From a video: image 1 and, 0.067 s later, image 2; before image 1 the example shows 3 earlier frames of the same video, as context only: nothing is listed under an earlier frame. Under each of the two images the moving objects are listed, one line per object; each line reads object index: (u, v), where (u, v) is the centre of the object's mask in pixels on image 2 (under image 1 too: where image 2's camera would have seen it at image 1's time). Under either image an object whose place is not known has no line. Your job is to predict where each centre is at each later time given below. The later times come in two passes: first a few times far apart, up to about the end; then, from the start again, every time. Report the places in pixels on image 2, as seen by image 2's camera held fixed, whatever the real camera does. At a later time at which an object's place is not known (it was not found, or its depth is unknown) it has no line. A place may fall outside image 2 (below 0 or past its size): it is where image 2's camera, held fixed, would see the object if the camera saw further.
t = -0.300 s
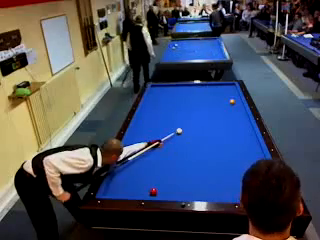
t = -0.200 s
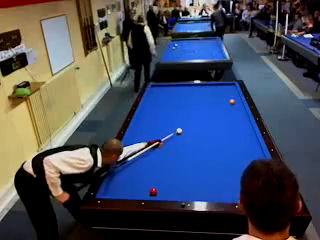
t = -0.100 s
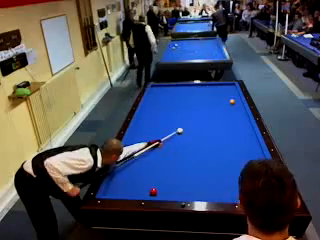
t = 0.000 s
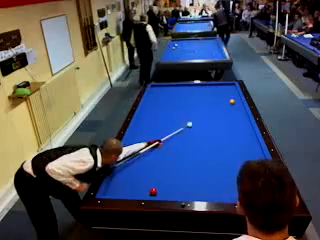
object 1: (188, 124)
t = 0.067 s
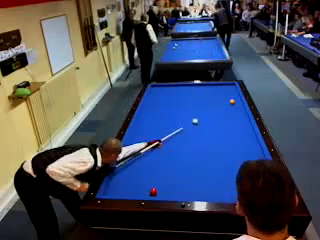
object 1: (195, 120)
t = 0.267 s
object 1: (209, 112)
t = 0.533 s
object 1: (225, 102)
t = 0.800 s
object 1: (235, 93)
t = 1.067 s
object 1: (224, 88)
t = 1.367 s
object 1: (213, 85)
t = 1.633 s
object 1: (203, 88)
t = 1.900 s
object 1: (193, 92)
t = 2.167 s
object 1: (183, 95)
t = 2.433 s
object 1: (171, 99)
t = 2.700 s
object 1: (160, 103)
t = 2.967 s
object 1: (148, 107)
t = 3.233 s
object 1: (144, 110)
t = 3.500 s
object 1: (149, 114)
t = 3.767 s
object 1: (154, 118)
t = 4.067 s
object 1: (160, 123)
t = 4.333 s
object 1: (165, 127)
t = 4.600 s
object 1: (171, 132)
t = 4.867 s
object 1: (177, 137)
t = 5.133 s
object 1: (183, 142)
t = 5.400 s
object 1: (189, 147)
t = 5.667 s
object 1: (196, 152)
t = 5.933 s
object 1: (203, 158)
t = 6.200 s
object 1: (211, 164)
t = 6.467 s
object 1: (218, 170)
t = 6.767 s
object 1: (227, 177)
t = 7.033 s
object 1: (235, 184)
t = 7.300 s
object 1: (243, 191)
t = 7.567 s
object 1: (251, 196)
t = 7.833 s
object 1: (255, 194)
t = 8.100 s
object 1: (259, 191)
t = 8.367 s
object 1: (262, 187)
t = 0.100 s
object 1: (197, 119)
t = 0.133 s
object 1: (200, 118)
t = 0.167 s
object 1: (202, 116)
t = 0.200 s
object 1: (204, 115)
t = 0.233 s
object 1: (206, 113)
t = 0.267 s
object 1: (209, 112)
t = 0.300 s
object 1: (211, 111)
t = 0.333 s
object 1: (213, 109)
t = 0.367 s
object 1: (215, 108)
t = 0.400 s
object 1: (217, 107)
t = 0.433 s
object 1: (219, 105)
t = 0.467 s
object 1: (221, 104)
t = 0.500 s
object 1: (223, 103)
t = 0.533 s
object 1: (225, 102)
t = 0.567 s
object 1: (227, 101)
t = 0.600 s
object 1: (229, 100)
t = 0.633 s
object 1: (230, 98)
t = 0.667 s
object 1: (232, 98)
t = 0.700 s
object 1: (234, 96)
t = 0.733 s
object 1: (236, 95)
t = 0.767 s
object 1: (237, 94)
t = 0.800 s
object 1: (235, 93)
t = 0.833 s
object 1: (233, 92)
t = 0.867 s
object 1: (232, 92)
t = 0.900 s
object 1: (230, 91)
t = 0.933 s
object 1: (229, 90)
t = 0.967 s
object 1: (228, 90)
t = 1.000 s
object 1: (226, 89)
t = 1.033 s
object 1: (225, 89)
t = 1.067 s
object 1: (224, 88)
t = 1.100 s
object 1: (222, 87)
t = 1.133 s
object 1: (221, 86)
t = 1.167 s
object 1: (220, 86)
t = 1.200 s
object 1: (219, 85)
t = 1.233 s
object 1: (217, 84)
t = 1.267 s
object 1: (217, 84)
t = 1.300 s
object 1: (215, 84)
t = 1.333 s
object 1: (214, 84)
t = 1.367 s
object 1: (213, 85)
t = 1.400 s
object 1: (212, 85)
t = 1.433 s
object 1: (210, 86)
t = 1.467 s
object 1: (209, 86)
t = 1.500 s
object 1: (208, 86)
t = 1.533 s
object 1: (206, 87)
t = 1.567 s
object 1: (206, 87)
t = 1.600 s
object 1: (204, 88)
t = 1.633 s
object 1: (203, 88)
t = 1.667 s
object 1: (202, 88)
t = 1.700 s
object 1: (201, 89)
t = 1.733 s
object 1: (199, 89)
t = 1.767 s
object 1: (198, 90)
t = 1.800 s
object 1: (197, 90)
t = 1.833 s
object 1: (196, 90)
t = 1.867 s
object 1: (194, 91)
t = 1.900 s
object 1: (193, 92)
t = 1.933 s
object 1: (192, 92)
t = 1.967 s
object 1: (190, 92)
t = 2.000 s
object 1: (189, 93)
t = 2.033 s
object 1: (188, 93)
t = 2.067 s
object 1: (186, 93)
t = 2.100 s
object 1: (185, 94)
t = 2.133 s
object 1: (184, 94)
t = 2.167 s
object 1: (183, 95)
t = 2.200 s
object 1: (181, 95)
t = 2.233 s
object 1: (180, 96)
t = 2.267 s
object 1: (178, 96)
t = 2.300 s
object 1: (177, 97)
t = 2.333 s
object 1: (176, 97)
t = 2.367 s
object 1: (174, 98)
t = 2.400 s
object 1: (173, 98)
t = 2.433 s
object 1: (171, 99)
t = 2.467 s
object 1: (170, 99)
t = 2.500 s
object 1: (168, 100)
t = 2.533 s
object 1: (167, 100)
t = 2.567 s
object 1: (166, 101)
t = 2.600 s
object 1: (164, 101)
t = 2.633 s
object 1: (163, 102)
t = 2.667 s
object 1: (161, 102)
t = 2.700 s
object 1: (160, 103)
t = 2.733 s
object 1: (158, 103)
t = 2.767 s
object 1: (157, 104)
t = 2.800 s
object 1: (156, 104)
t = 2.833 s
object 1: (154, 105)
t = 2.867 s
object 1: (153, 105)
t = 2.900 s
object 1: (151, 106)
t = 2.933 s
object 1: (150, 106)
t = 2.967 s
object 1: (148, 107)
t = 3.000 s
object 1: (147, 107)
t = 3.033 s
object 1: (145, 107)
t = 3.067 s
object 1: (144, 108)
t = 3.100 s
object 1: (142, 108)
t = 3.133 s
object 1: (142, 109)
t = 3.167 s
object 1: (143, 109)
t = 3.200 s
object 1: (143, 110)
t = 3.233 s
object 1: (144, 110)
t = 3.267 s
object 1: (144, 111)
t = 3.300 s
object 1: (145, 111)
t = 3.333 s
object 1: (146, 112)
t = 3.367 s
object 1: (147, 112)
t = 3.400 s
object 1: (147, 113)
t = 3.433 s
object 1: (148, 114)
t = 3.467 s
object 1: (149, 114)
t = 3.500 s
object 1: (149, 114)
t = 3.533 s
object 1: (150, 115)
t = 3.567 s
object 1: (150, 115)
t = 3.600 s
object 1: (151, 116)
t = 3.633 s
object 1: (151, 116)
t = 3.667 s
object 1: (152, 117)
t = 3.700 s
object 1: (153, 117)
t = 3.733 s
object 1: (153, 118)
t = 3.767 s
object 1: (154, 118)
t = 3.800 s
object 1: (155, 119)
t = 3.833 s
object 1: (155, 119)
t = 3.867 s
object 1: (156, 120)
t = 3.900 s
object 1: (156, 120)
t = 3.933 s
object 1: (157, 121)
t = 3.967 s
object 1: (158, 121)
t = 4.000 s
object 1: (158, 122)
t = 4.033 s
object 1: (159, 122)
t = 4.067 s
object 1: (160, 123)
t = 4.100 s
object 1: (160, 123)
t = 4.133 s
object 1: (161, 124)
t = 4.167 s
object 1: (162, 125)
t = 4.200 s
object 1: (162, 125)
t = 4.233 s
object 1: (163, 126)
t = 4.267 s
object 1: (164, 126)
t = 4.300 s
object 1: (164, 127)
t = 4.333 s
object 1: (165, 127)
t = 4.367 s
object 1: (166, 128)
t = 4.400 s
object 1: (167, 128)
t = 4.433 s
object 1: (167, 129)
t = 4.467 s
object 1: (168, 130)
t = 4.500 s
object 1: (169, 130)
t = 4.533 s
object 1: (169, 131)
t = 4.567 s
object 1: (170, 131)
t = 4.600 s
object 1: (171, 132)
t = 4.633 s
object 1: (172, 133)
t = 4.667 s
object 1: (172, 133)
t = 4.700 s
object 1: (173, 134)
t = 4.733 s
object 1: (174, 134)
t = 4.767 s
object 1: (175, 135)
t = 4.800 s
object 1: (175, 136)
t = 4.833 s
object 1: (176, 136)
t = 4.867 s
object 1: (177, 137)
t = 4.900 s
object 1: (178, 137)
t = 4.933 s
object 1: (178, 138)
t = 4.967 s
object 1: (179, 139)
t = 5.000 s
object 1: (180, 139)
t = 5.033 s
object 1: (181, 140)
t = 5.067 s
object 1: (181, 140)
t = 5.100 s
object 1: (182, 141)
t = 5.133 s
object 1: (183, 142)
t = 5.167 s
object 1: (184, 142)
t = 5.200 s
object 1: (184, 143)
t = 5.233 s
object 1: (185, 143)
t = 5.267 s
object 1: (186, 144)
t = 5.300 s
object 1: (187, 145)
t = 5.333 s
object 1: (188, 145)
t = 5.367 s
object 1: (189, 146)
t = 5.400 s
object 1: (189, 147)
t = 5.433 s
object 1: (190, 148)
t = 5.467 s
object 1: (191, 148)
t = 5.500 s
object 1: (192, 149)
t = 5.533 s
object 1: (193, 149)
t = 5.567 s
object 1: (193, 150)
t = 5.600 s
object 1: (195, 151)
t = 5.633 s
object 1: (195, 152)
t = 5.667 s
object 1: (196, 152)
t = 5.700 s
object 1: (197, 153)
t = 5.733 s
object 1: (198, 154)
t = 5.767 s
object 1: (199, 154)
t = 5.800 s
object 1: (200, 155)
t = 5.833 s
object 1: (200, 156)
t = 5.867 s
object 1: (201, 157)
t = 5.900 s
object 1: (202, 157)
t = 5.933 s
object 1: (203, 158)
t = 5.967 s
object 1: (204, 159)
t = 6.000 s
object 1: (205, 159)
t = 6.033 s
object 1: (206, 160)
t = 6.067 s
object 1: (207, 161)
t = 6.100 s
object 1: (207, 162)
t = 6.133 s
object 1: (209, 162)
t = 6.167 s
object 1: (210, 163)
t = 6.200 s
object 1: (211, 164)
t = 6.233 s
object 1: (211, 165)
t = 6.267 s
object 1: (212, 166)
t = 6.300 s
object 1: (213, 166)
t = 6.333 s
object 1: (214, 167)
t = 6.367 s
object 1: (215, 168)
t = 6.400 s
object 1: (216, 168)
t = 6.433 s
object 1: (217, 169)
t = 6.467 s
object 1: (218, 170)
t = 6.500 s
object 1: (219, 171)
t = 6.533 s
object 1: (220, 172)
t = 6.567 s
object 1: (221, 172)
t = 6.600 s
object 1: (222, 173)
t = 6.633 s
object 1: (223, 174)
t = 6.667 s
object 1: (224, 175)
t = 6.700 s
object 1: (225, 176)
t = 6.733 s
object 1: (226, 177)
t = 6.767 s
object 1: (227, 177)
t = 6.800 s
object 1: (228, 178)
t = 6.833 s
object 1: (229, 179)
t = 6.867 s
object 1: (230, 180)
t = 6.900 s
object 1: (231, 181)
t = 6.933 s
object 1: (232, 182)
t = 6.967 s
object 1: (233, 183)
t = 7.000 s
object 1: (234, 183)
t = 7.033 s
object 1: (235, 184)
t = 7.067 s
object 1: (236, 185)
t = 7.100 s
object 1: (237, 186)
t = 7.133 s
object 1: (238, 186)
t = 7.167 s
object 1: (239, 188)
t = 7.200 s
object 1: (240, 188)
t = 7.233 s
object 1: (241, 189)
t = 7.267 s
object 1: (242, 190)
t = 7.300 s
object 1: (243, 191)
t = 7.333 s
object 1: (244, 192)
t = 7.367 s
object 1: (245, 193)
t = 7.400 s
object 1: (246, 193)
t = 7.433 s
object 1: (247, 194)
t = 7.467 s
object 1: (248, 195)
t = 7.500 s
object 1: (249, 195)
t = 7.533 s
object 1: (250, 196)
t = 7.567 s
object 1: (251, 196)
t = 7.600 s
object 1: (252, 196)
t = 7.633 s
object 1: (252, 196)
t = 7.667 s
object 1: (253, 195)
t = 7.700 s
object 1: (253, 195)
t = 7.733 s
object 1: (254, 195)
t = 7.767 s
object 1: (254, 194)
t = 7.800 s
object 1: (255, 194)
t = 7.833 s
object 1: (255, 194)
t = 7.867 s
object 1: (256, 193)
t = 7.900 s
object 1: (256, 193)
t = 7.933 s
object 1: (256, 193)
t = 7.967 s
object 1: (257, 192)
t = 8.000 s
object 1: (258, 192)
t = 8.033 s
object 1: (258, 191)
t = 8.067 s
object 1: (258, 191)
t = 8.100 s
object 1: (259, 191)
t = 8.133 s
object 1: (259, 190)
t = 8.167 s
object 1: (260, 190)
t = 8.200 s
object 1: (260, 189)
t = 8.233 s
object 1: (260, 189)
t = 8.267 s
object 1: (260, 188)
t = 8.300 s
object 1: (261, 188)
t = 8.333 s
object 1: (261, 188)
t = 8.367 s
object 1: (262, 187)
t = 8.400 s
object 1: (262, 187)
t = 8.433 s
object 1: (262, 187)
